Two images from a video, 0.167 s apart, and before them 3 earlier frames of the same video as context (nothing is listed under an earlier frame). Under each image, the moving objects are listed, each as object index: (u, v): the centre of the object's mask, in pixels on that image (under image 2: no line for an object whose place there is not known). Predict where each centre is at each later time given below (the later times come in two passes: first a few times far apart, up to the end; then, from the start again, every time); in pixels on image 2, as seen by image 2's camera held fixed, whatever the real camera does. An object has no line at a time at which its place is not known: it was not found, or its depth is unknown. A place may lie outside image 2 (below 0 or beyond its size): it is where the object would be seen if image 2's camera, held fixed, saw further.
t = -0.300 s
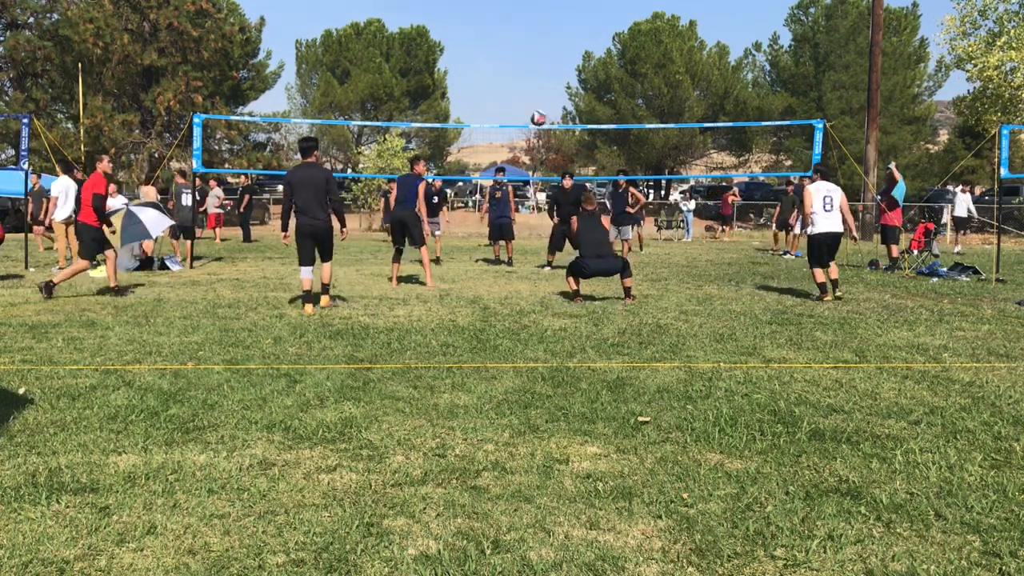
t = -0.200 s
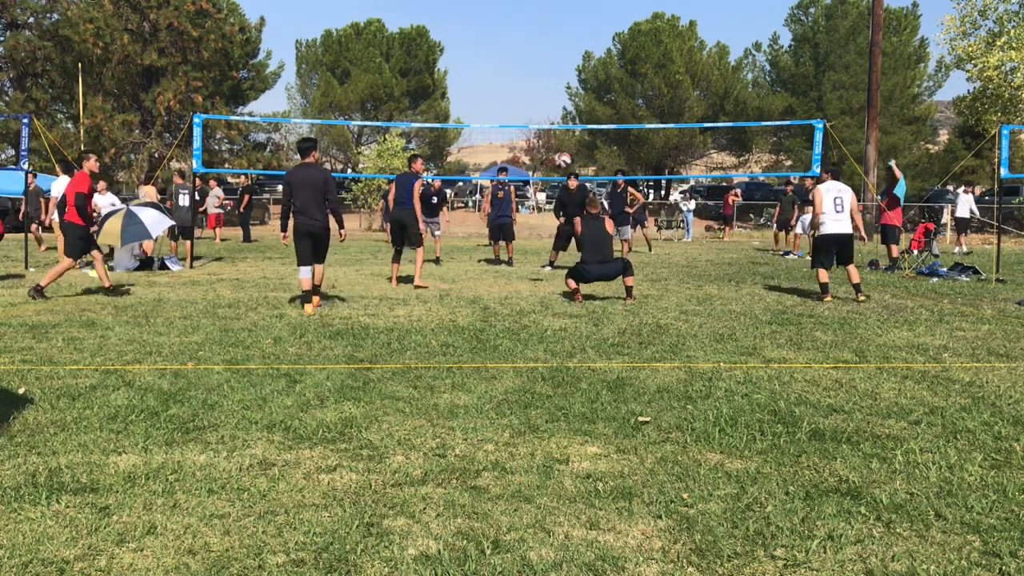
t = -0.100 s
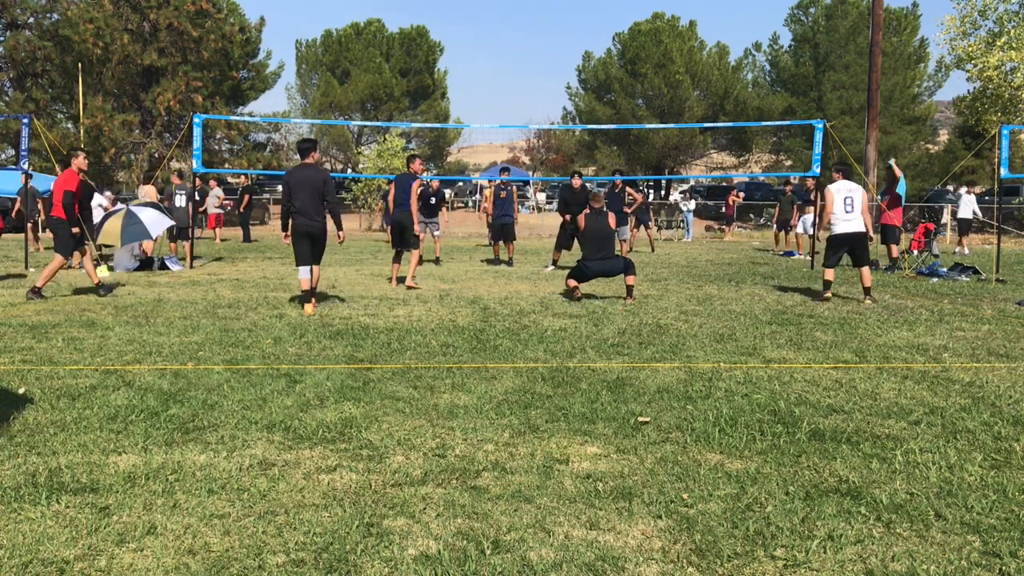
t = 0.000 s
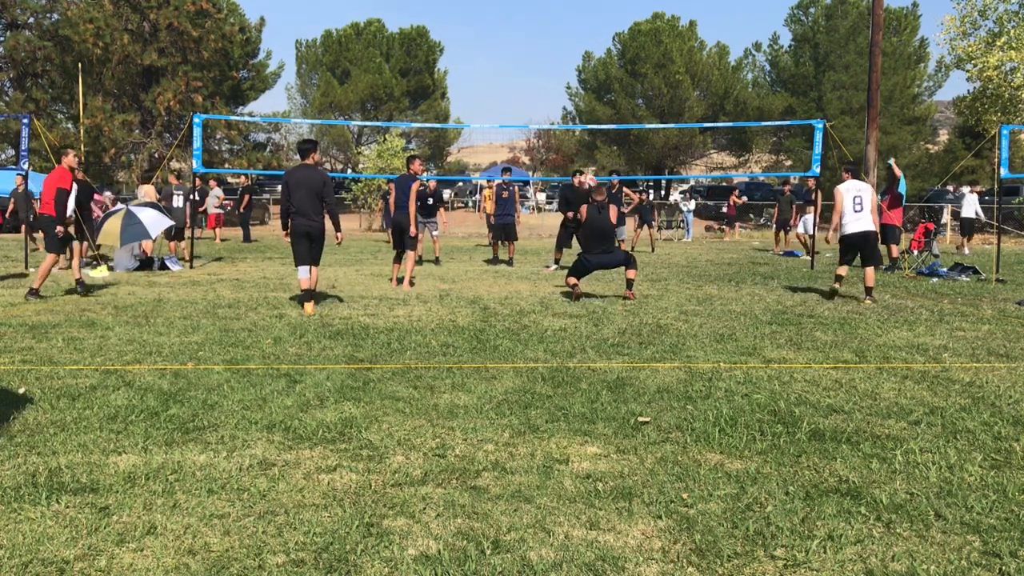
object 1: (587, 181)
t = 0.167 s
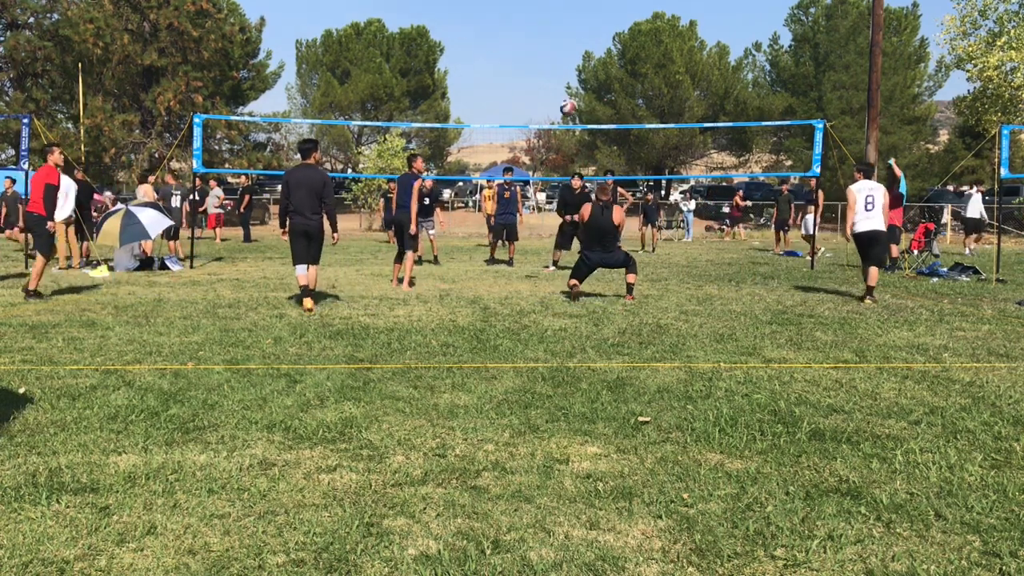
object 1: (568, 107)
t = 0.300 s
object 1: (555, 70)
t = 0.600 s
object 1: (527, 43)
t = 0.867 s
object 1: (507, 75)
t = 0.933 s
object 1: (502, 91)
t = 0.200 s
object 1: (565, 96)
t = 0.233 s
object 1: (561, 86)
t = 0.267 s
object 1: (558, 77)
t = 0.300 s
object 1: (555, 70)
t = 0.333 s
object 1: (551, 63)
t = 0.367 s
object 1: (548, 57)
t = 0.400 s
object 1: (545, 52)
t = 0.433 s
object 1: (542, 48)
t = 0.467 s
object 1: (539, 45)
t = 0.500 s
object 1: (536, 44)
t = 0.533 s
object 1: (533, 42)
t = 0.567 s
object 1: (530, 43)
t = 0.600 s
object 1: (527, 43)
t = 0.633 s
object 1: (525, 45)
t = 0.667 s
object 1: (522, 47)
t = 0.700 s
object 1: (519, 50)
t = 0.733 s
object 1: (517, 54)
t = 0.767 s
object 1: (514, 59)
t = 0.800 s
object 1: (512, 64)
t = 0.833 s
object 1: (509, 69)
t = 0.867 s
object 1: (507, 75)
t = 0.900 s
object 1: (505, 83)
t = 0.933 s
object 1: (502, 91)
